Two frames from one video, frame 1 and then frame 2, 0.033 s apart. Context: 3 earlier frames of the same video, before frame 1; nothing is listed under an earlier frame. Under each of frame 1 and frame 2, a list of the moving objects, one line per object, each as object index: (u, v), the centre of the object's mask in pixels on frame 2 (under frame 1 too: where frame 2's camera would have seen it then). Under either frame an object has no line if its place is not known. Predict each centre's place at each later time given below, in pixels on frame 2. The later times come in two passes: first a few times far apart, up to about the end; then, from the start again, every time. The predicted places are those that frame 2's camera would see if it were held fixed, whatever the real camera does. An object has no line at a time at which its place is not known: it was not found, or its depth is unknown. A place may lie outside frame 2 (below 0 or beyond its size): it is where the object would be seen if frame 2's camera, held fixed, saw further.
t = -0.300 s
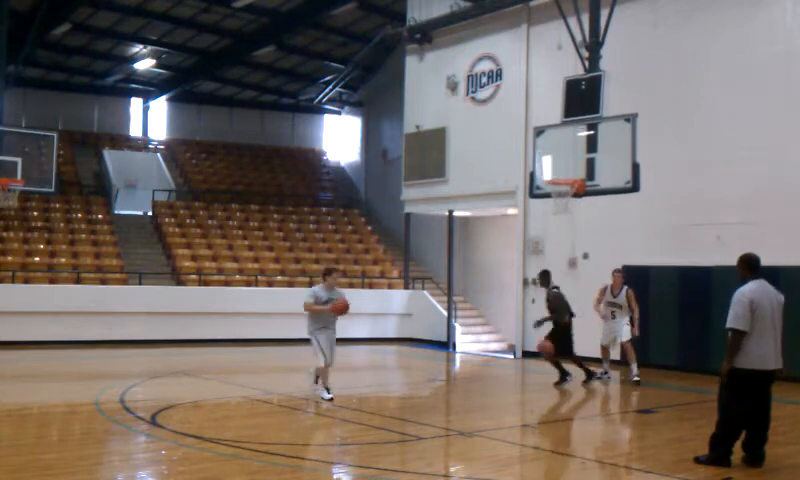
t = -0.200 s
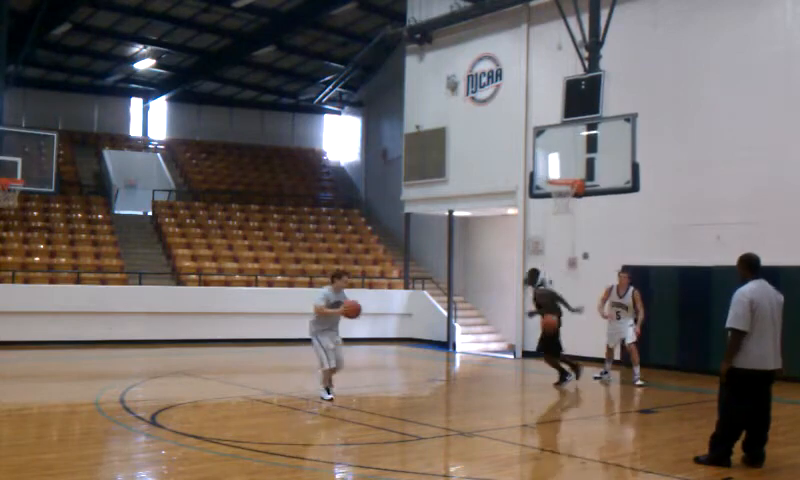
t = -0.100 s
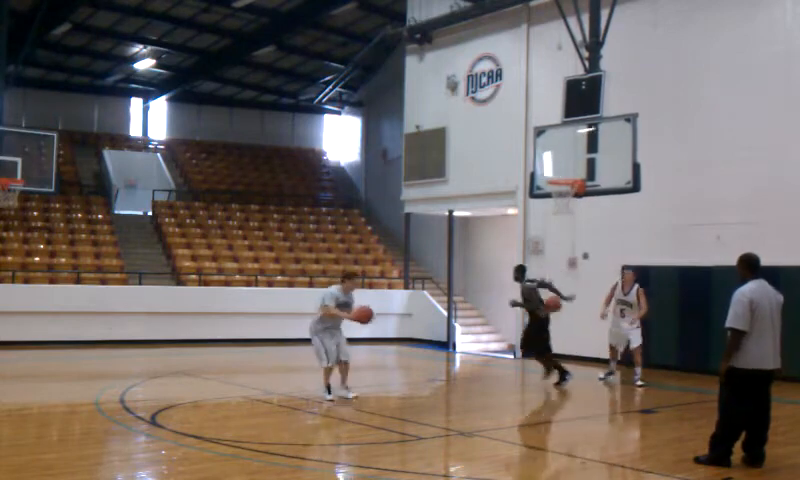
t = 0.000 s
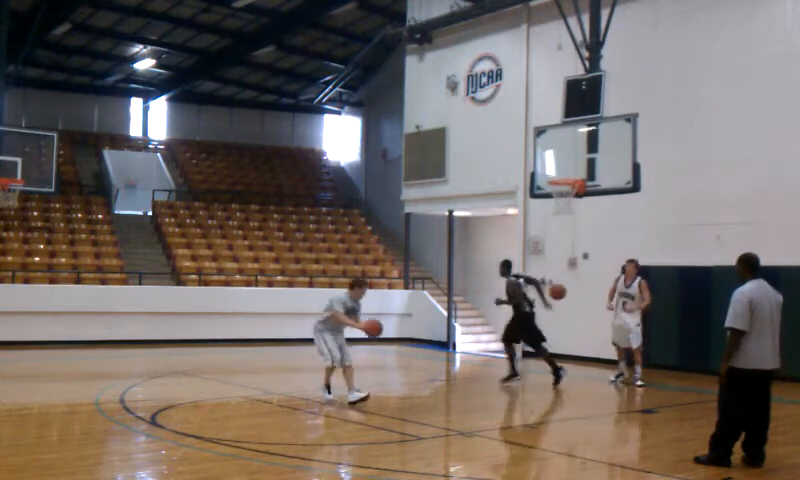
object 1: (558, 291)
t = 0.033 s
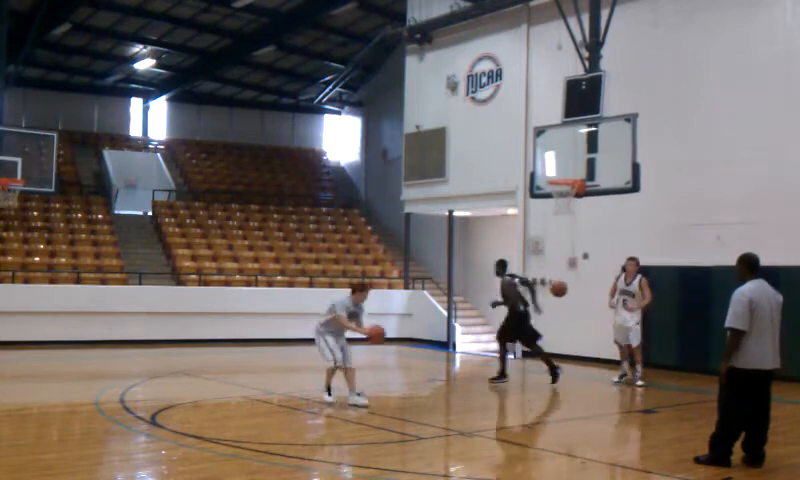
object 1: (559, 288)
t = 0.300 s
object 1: (569, 295)
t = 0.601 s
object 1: (581, 365)
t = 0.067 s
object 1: (559, 287)
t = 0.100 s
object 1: (561, 286)
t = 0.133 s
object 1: (562, 285)
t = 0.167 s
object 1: (564, 285)
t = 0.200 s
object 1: (565, 287)
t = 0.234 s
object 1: (566, 289)
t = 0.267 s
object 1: (568, 291)
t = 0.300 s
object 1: (569, 295)
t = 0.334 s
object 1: (570, 300)
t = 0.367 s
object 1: (571, 305)
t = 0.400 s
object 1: (573, 310)
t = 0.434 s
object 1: (574, 317)
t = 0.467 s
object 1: (575, 325)
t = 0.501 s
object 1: (577, 334)
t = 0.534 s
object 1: (578, 343)
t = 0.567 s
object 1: (580, 352)
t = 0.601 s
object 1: (581, 365)
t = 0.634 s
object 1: (582, 378)
